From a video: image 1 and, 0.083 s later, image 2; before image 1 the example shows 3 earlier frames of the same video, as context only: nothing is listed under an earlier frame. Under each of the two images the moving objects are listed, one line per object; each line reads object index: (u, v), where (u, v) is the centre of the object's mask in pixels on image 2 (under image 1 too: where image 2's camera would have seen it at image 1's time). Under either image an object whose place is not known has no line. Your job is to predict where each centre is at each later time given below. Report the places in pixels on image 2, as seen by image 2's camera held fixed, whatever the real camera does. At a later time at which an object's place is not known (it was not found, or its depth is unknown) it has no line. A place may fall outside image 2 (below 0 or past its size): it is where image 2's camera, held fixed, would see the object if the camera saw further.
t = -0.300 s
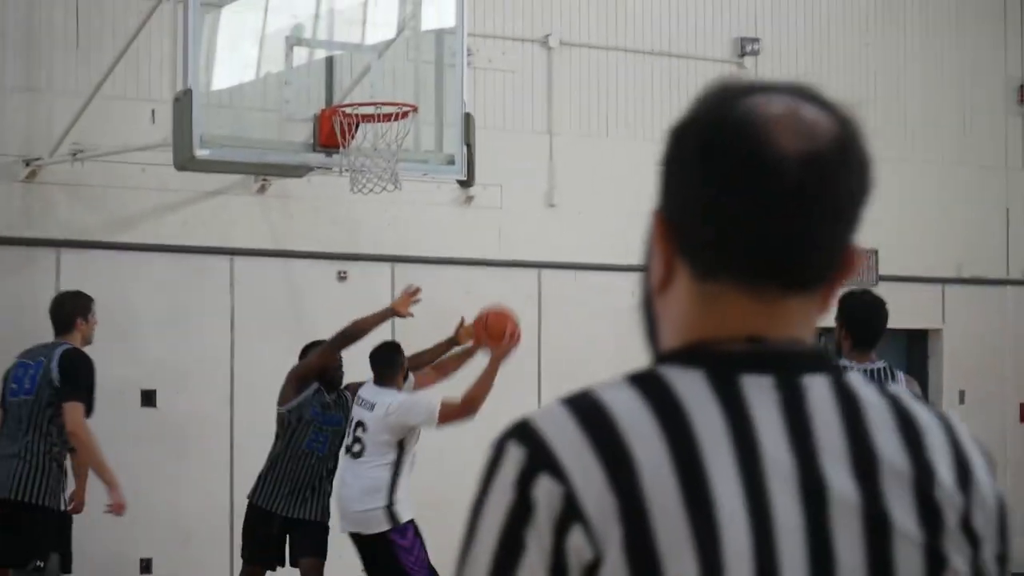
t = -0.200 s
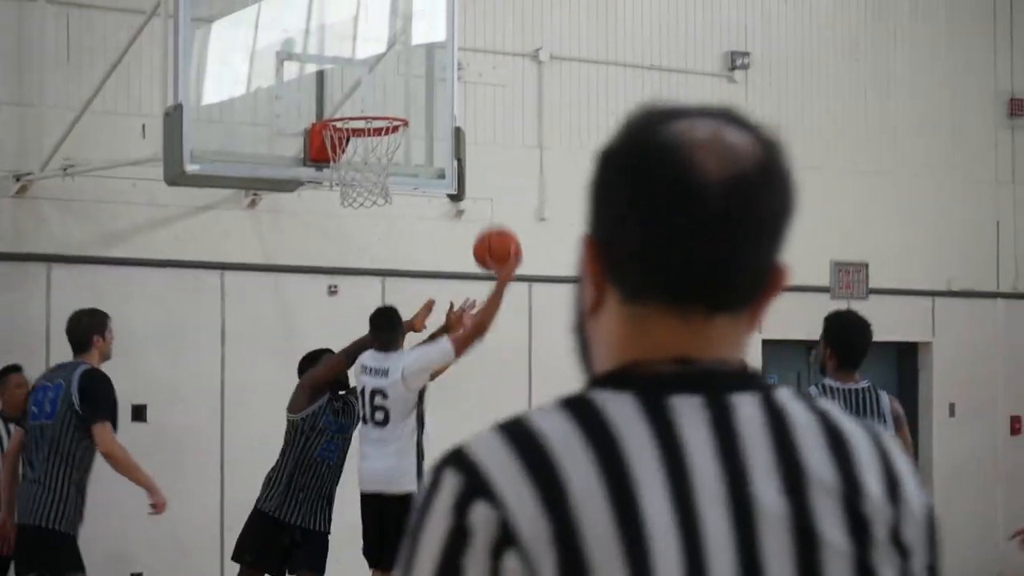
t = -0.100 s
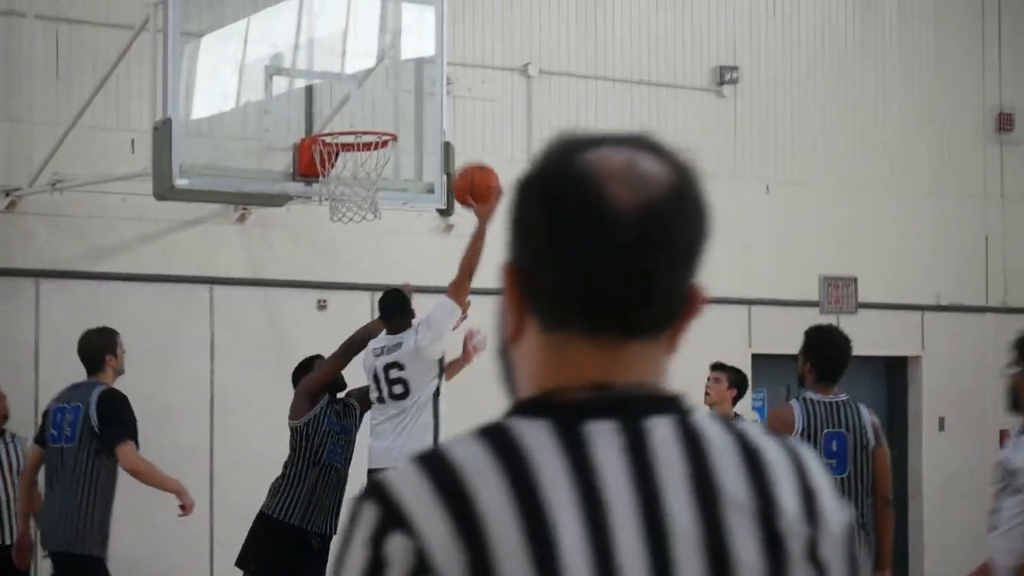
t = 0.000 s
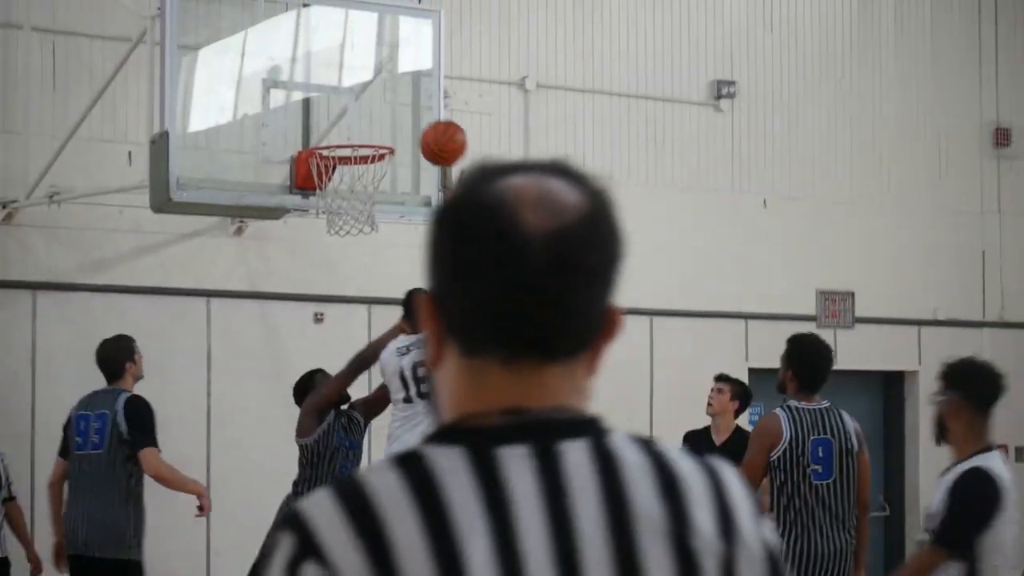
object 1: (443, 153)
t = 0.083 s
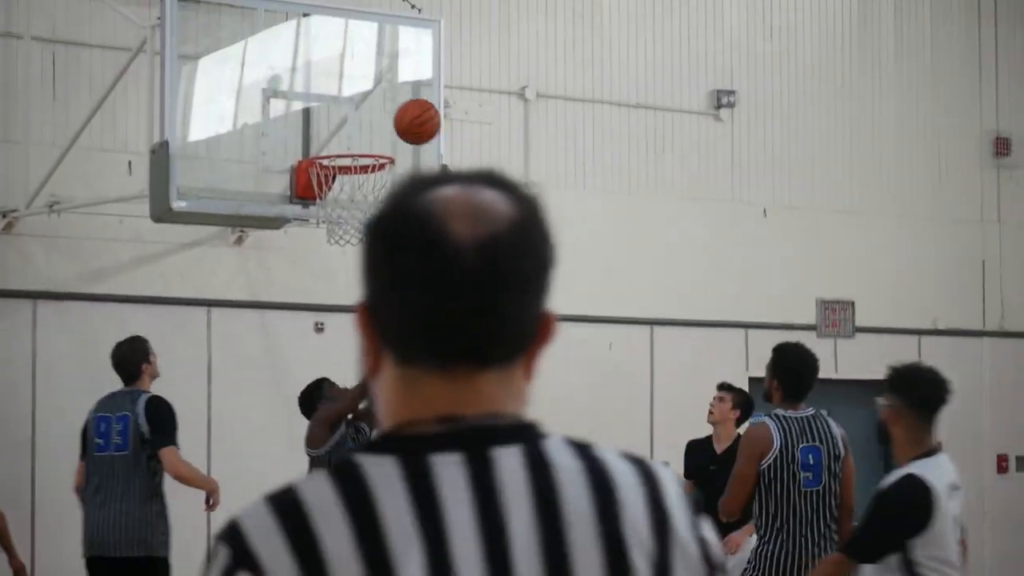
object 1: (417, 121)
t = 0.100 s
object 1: (412, 117)
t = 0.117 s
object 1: (407, 113)
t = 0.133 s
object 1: (401, 110)
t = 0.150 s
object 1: (396, 107)
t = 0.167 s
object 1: (391, 104)
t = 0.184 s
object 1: (386, 102)
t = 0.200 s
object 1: (381, 101)
